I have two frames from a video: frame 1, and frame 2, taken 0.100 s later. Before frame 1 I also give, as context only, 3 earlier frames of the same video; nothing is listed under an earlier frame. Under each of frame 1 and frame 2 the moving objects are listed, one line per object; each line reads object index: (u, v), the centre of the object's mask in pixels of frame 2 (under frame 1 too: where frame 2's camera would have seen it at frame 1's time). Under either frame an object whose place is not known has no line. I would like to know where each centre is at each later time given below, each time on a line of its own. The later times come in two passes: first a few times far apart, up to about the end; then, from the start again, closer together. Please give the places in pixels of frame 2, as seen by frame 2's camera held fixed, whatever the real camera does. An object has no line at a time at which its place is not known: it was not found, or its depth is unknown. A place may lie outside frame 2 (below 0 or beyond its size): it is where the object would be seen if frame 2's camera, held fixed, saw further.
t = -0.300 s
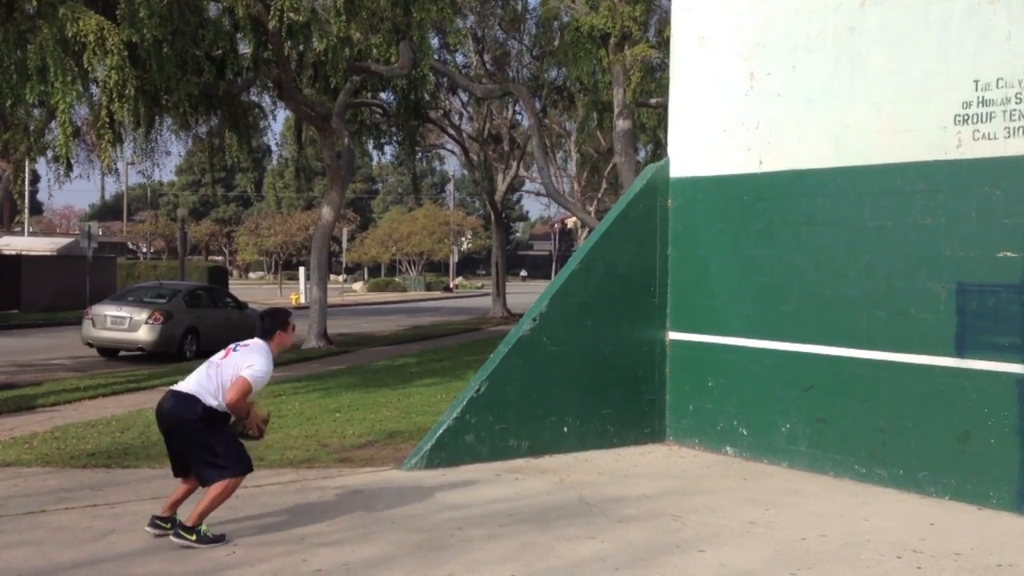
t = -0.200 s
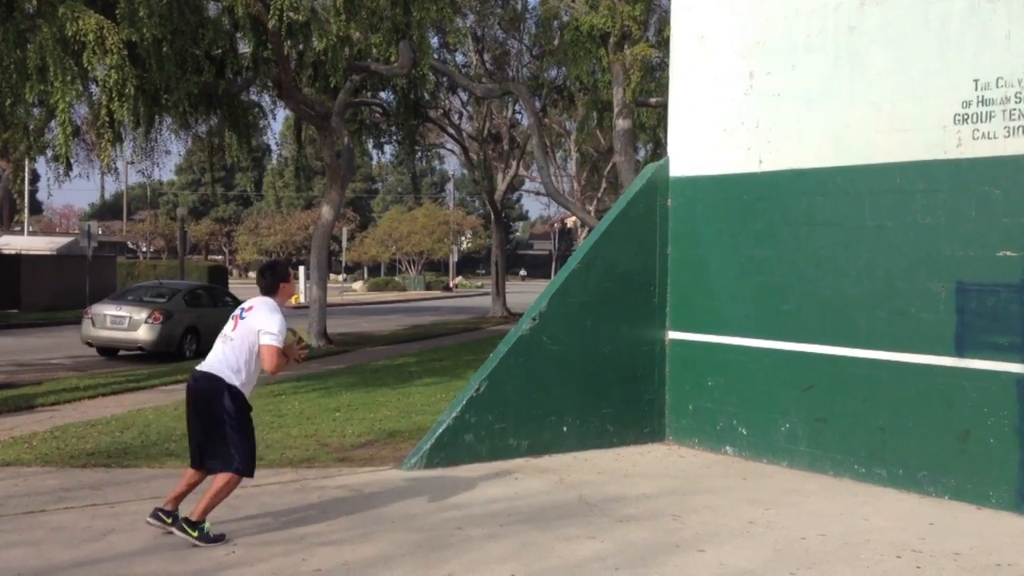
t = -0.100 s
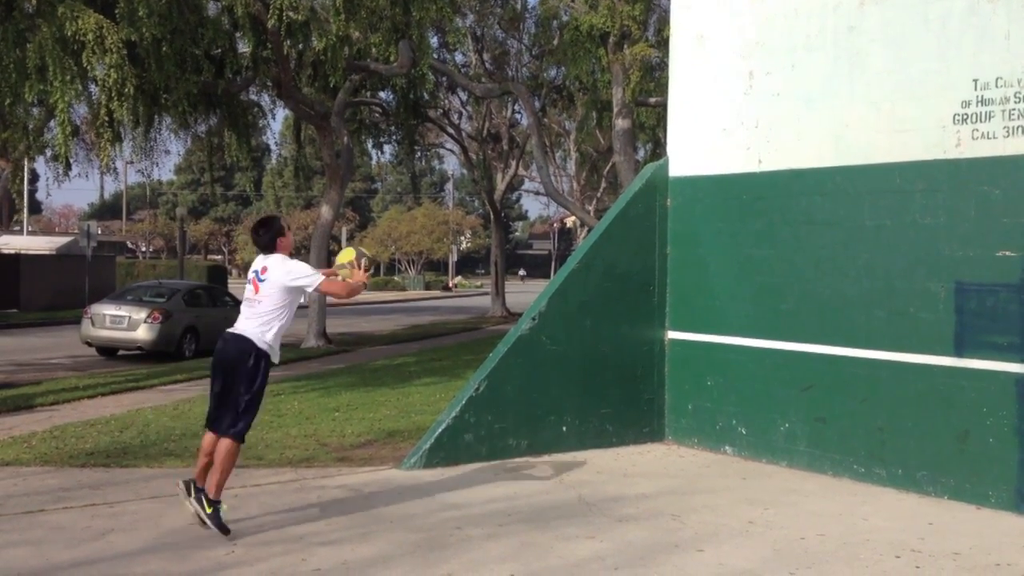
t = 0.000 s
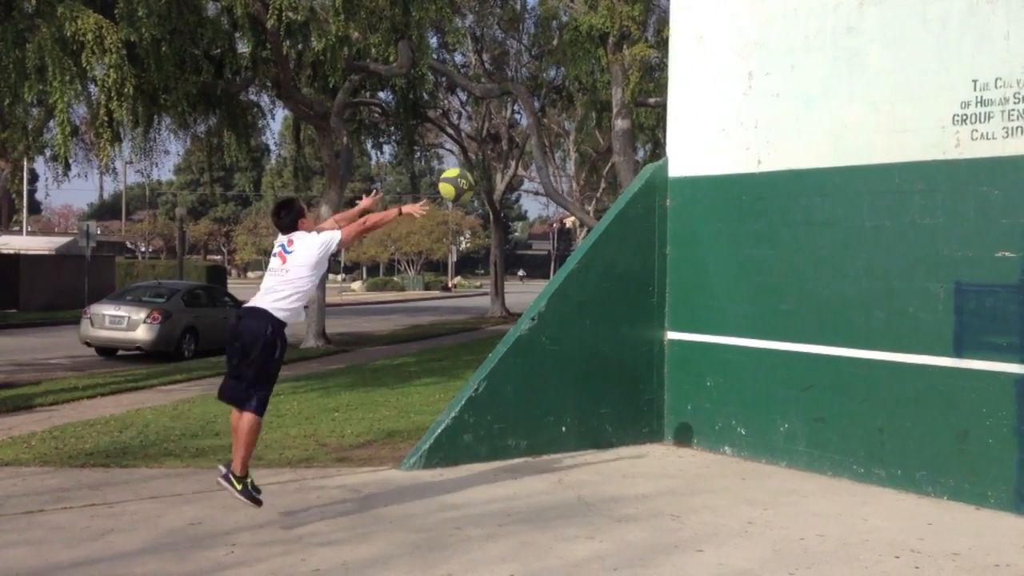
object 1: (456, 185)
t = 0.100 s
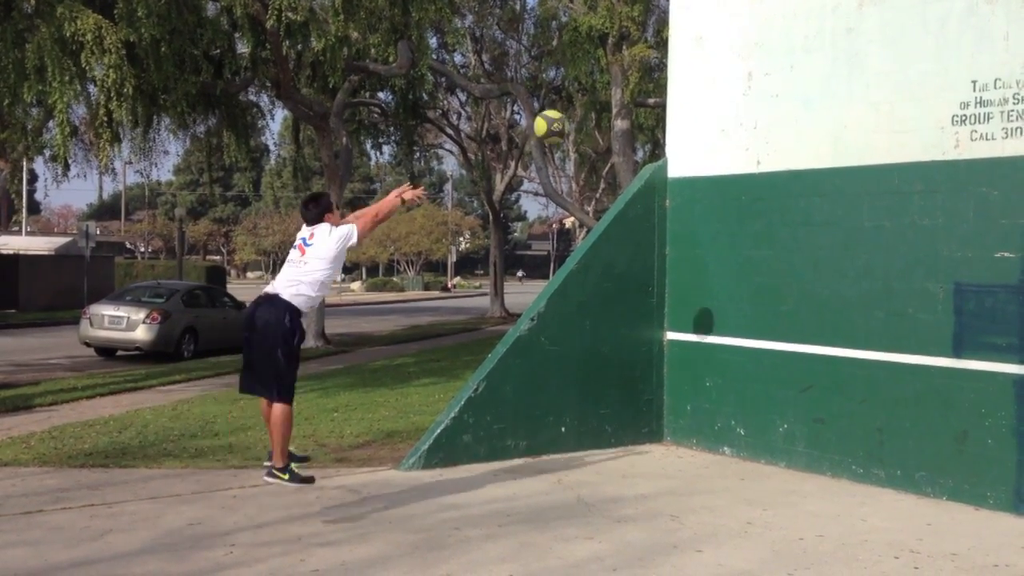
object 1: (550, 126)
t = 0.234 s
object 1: (664, 76)
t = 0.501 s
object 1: (700, 52)
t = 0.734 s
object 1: (589, 112)
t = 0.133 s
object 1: (580, 110)
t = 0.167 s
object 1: (609, 97)
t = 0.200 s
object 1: (636, 87)
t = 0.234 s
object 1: (664, 76)
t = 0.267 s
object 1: (691, 68)
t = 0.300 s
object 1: (716, 62)
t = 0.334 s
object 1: (741, 57)
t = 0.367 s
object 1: (757, 55)
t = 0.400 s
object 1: (743, 52)
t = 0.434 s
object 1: (729, 51)
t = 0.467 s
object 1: (715, 51)
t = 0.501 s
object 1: (700, 52)
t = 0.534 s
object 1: (685, 56)
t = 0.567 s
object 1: (669, 60)
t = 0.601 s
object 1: (654, 66)
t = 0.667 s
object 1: (622, 86)
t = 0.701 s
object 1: (605, 97)
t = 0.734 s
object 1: (589, 112)
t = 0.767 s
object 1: (571, 127)
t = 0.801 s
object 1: (554, 144)
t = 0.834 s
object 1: (536, 165)
